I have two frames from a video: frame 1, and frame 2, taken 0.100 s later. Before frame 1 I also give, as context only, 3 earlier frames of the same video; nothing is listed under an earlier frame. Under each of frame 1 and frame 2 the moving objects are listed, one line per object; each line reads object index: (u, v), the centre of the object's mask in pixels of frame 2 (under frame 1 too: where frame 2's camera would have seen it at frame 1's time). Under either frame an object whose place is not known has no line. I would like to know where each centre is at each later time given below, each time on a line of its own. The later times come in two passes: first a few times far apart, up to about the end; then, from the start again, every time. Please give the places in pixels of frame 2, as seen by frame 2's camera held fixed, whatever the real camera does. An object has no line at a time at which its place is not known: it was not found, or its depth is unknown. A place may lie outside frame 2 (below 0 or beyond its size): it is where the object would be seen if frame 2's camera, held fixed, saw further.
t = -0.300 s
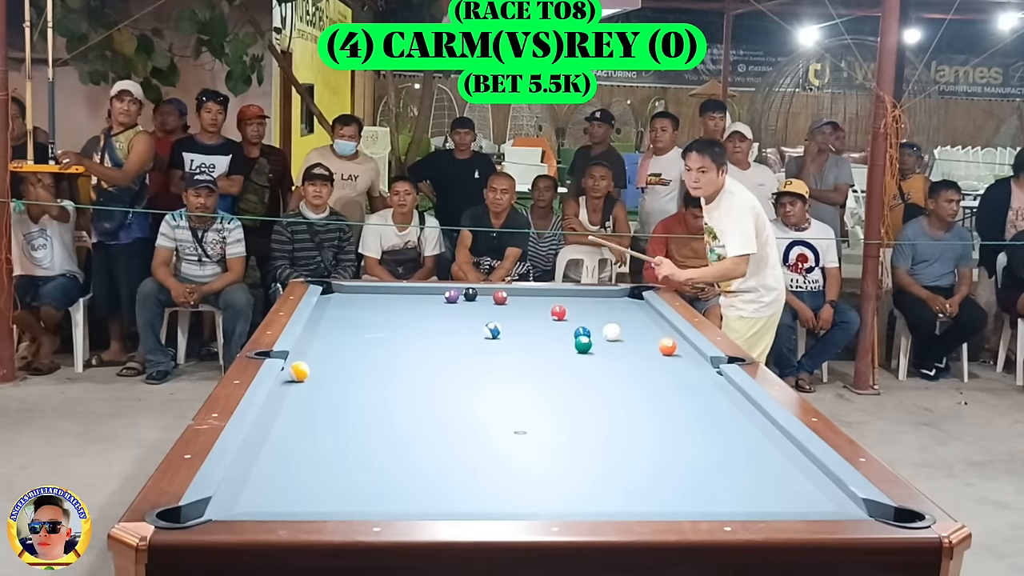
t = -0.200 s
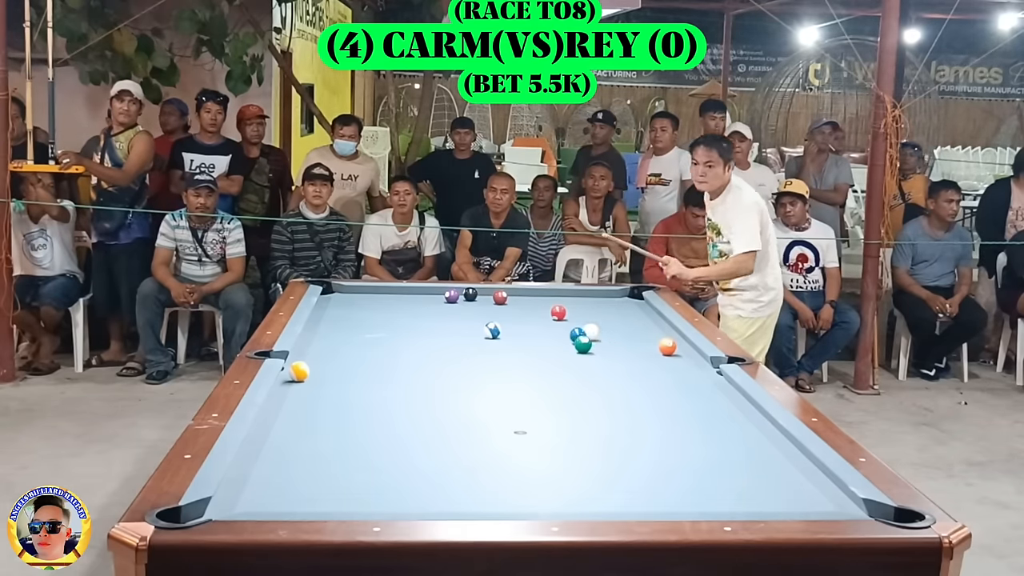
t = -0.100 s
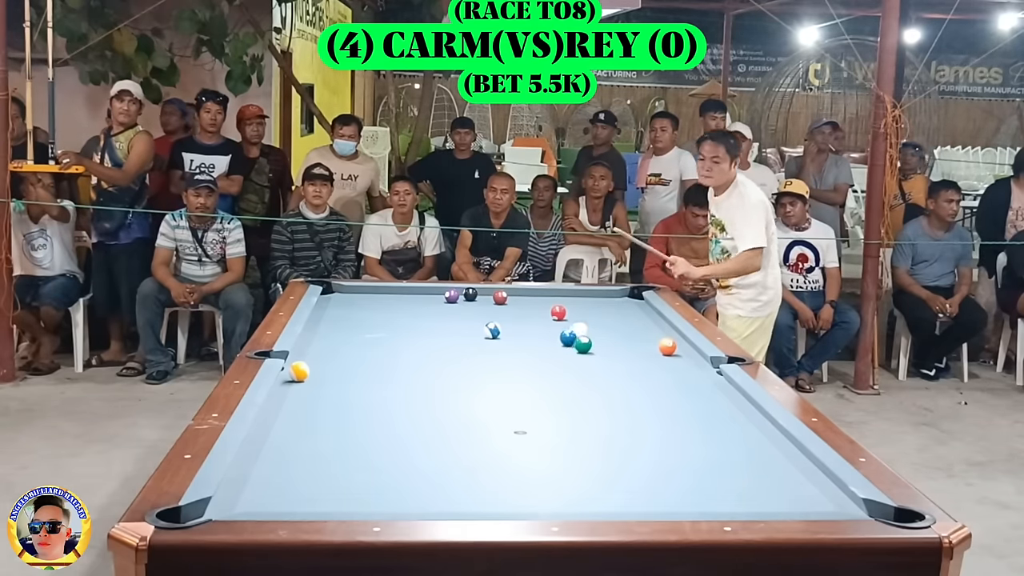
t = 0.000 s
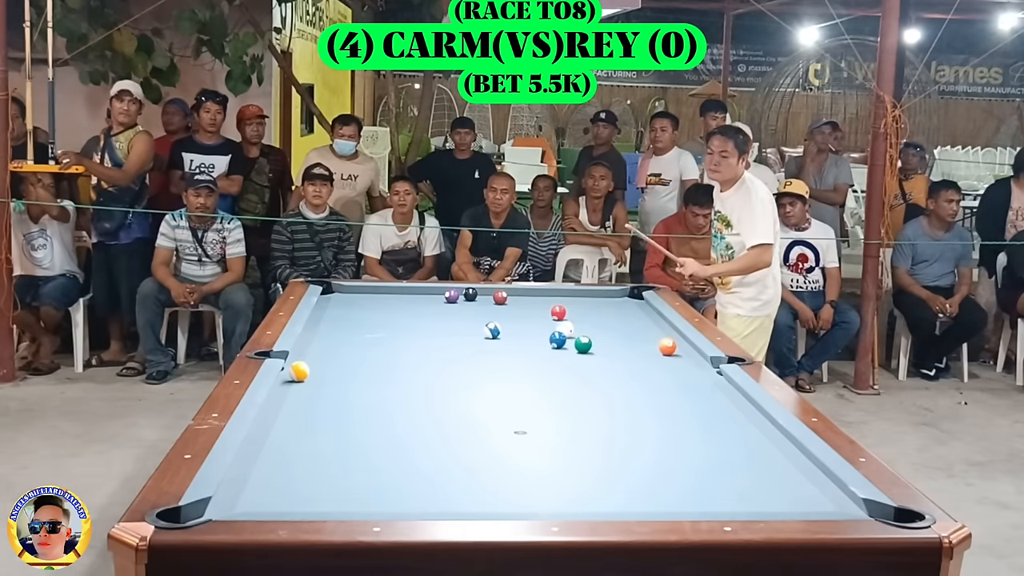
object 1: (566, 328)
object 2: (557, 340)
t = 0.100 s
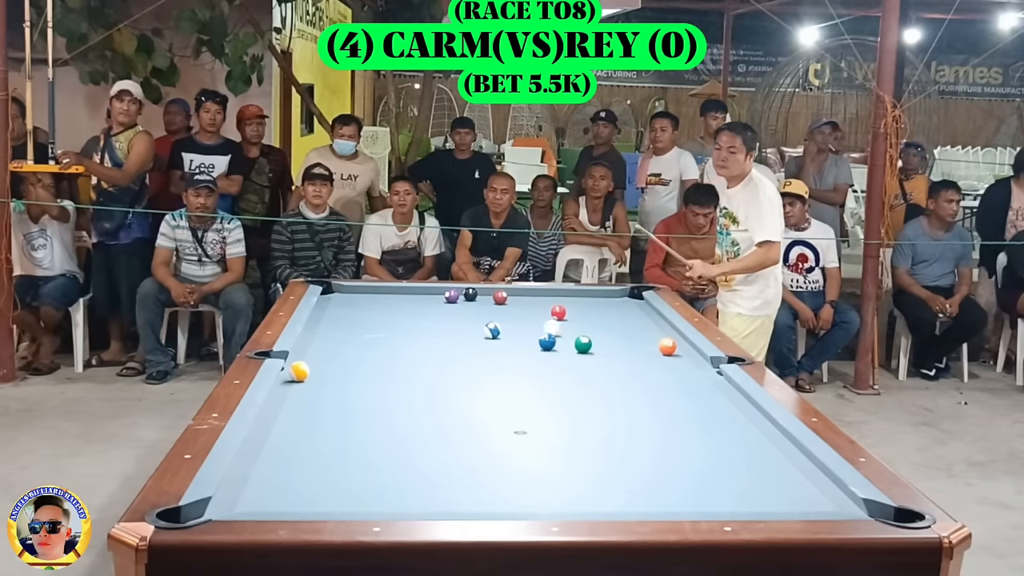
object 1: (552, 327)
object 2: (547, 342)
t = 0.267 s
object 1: (531, 326)
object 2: (529, 344)
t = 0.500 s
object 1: (503, 322)
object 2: (505, 350)
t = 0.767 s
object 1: (471, 320)
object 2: (477, 355)
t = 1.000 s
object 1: (445, 317)
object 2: (452, 360)
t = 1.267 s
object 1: (419, 315)
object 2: (424, 366)
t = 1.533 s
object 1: (394, 312)
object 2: (397, 372)
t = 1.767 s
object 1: (375, 310)
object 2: (374, 376)
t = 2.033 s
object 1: (354, 308)
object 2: (347, 381)
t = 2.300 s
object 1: (335, 306)
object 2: (322, 386)
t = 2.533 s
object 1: (323, 305)
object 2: (302, 390)
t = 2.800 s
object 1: (332, 304)
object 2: (278, 395)
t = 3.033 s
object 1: (339, 303)
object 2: (286, 397)
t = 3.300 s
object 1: (346, 303)
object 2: (295, 400)
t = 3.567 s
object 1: (351, 302)
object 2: (302, 402)
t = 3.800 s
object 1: (355, 302)
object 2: (307, 404)
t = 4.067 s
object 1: (357, 302)
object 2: (311, 405)
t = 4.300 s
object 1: (358, 302)
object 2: (313, 406)
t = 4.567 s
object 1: (359, 302)
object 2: (314, 407)
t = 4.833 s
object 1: (359, 302)
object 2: (314, 407)
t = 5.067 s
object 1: (359, 302)
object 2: (314, 407)
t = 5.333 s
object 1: (359, 302)
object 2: (314, 407)
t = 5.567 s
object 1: (359, 302)
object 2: (314, 407)
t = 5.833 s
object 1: (359, 302)
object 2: (314, 407)
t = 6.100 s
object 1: (359, 302)
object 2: (314, 407)
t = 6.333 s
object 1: (359, 302)
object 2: (314, 407)
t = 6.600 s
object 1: (359, 302)
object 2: (314, 407)
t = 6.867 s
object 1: (359, 302)
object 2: (314, 407)
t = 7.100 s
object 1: (359, 302)
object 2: (314, 407)
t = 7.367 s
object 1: (359, 302)
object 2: (314, 407)
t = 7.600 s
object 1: (359, 302)
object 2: (314, 407)
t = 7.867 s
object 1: (359, 302)
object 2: (314, 407)
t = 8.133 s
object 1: (359, 302)
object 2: (314, 407)
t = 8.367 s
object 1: (359, 302)
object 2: (314, 407)
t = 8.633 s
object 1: (359, 302)
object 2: (314, 407)
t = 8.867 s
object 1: (359, 302)
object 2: (314, 407)
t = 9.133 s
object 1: (359, 302)
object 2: (314, 407)
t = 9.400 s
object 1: (359, 302)
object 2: (314, 407)
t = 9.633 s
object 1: (359, 302)
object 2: (314, 407)
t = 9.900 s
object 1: (359, 302)
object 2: (314, 407)
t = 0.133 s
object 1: (548, 327)
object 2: (544, 342)
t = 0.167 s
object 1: (544, 327)
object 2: (540, 343)
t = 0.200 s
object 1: (539, 326)
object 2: (536, 343)
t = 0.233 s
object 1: (535, 326)
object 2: (533, 344)
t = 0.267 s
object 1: (531, 326)
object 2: (529, 344)
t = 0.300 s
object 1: (526, 326)
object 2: (526, 345)
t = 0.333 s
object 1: (522, 325)
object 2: (522, 346)
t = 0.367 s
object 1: (518, 325)
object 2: (519, 347)
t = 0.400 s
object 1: (514, 325)
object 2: (515, 348)
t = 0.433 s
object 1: (510, 324)
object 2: (512, 348)
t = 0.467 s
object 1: (506, 323)
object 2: (508, 349)
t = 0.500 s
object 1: (503, 322)
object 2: (505, 350)
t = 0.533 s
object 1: (499, 321)
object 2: (501, 351)
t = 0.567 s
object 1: (495, 320)
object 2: (498, 351)
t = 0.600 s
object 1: (490, 319)
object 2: (494, 352)
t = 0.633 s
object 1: (485, 320)
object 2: (491, 353)
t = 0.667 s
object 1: (482, 320)
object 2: (487, 353)
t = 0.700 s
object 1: (478, 321)
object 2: (484, 354)
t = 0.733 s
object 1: (475, 320)
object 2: (480, 355)
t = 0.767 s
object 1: (471, 320)
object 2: (477, 355)
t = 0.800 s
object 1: (467, 320)
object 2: (473, 356)
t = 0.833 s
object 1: (464, 319)
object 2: (470, 357)
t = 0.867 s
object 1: (460, 319)
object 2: (466, 358)
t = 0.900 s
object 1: (456, 318)
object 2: (463, 358)
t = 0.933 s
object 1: (453, 318)
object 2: (459, 359)
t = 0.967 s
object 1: (449, 318)
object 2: (456, 360)
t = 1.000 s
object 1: (445, 317)
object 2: (452, 360)
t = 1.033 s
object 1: (442, 317)
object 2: (449, 361)
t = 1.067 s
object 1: (438, 317)
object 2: (445, 361)
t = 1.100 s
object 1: (435, 316)
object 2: (442, 362)
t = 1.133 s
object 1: (432, 316)
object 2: (438, 363)
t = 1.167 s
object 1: (428, 316)
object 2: (435, 364)
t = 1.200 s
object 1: (425, 315)
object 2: (431, 364)
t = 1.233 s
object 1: (422, 315)
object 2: (428, 365)
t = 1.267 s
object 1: (419, 315)
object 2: (424, 366)
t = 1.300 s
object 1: (416, 315)
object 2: (421, 367)
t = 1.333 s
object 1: (413, 314)
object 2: (418, 367)
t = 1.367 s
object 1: (409, 314)
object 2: (414, 368)
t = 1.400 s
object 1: (407, 313)
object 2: (411, 368)
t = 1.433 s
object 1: (403, 313)
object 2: (407, 369)
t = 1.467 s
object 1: (400, 313)
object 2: (404, 370)
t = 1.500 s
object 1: (397, 313)
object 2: (401, 370)
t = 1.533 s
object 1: (394, 312)
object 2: (397, 372)
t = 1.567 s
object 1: (391, 312)
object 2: (394, 372)
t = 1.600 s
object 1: (389, 312)
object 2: (390, 373)
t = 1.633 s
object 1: (386, 311)
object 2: (387, 373)
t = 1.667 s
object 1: (383, 311)
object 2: (384, 374)
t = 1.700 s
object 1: (380, 311)
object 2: (380, 374)
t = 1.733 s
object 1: (377, 310)
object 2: (377, 375)
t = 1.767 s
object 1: (375, 310)
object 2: (374, 376)
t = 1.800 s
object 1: (372, 310)
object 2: (370, 376)
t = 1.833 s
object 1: (369, 310)
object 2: (367, 377)
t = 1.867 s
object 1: (367, 309)
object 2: (364, 378)
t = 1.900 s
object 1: (364, 309)
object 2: (360, 378)
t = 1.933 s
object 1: (362, 309)
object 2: (357, 379)
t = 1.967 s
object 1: (359, 309)
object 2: (354, 380)
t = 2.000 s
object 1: (357, 308)
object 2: (351, 380)
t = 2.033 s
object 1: (354, 308)
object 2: (347, 381)
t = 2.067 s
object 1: (351, 308)
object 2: (344, 382)
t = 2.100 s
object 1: (349, 308)
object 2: (341, 382)
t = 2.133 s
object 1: (346, 307)
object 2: (338, 383)
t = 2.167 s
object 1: (344, 307)
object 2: (334, 383)
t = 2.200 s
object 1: (342, 307)
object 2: (331, 384)
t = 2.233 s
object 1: (340, 307)
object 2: (328, 384)
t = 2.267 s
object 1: (337, 306)
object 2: (325, 385)
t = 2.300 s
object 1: (335, 306)
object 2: (322, 386)
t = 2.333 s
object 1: (333, 306)
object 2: (319, 387)
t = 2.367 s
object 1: (330, 306)
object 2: (315, 387)
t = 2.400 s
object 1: (328, 305)
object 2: (313, 388)
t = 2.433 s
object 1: (326, 305)
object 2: (310, 388)
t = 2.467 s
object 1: (324, 305)
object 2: (307, 389)
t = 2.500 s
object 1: (323, 305)
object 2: (305, 389)
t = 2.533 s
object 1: (323, 305)
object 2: (302, 390)
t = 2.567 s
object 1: (324, 305)
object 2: (299, 391)
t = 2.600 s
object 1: (325, 304)
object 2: (296, 391)
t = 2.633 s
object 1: (326, 304)
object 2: (293, 392)
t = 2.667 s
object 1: (327, 304)
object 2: (290, 392)
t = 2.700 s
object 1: (329, 304)
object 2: (287, 393)
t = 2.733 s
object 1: (330, 304)
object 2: (284, 394)
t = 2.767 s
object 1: (331, 304)
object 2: (281, 394)
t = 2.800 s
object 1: (332, 304)
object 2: (278, 395)
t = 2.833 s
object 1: (333, 304)
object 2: (280, 395)
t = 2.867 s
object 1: (334, 304)
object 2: (281, 395)
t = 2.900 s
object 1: (335, 303)
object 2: (282, 396)
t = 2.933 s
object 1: (336, 303)
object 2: (283, 396)
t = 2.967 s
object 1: (337, 303)
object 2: (284, 396)
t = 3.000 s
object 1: (338, 303)
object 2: (285, 397)
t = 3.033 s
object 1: (339, 303)
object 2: (286, 397)
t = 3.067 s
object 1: (340, 303)
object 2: (288, 398)
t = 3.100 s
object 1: (341, 303)
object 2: (289, 398)
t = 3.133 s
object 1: (342, 303)
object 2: (290, 398)
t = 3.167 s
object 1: (343, 303)
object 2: (291, 399)
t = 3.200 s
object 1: (343, 303)
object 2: (292, 399)
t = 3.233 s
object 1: (344, 303)
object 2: (293, 399)
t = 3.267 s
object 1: (345, 303)
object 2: (294, 399)
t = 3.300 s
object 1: (346, 303)
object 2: (295, 400)
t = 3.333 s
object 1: (347, 303)
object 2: (296, 400)
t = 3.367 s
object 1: (347, 303)
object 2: (297, 400)
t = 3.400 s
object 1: (348, 303)
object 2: (298, 401)
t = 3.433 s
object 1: (349, 303)
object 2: (299, 401)
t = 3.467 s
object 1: (349, 303)
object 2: (299, 401)
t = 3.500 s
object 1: (350, 303)
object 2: (300, 401)
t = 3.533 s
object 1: (351, 302)
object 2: (301, 402)
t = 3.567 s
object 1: (351, 302)
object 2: (302, 402)
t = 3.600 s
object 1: (352, 302)
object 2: (303, 402)
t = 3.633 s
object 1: (352, 302)
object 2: (304, 402)
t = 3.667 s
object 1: (353, 302)
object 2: (304, 403)
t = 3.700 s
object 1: (354, 302)
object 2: (305, 403)
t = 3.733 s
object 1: (354, 302)
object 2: (306, 403)
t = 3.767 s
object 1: (354, 302)
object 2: (307, 403)
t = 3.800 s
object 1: (355, 302)
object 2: (307, 404)
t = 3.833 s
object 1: (355, 302)
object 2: (308, 404)
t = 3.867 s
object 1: (356, 302)
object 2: (308, 404)
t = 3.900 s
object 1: (356, 302)
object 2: (309, 404)
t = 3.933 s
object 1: (356, 302)
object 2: (309, 404)
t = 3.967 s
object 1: (357, 302)
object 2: (310, 405)
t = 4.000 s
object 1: (357, 302)
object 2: (310, 405)
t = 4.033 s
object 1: (357, 302)
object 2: (310, 405)
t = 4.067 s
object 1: (357, 302)
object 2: (311, 405)
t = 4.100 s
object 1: (358, 302)
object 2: (311, 405)
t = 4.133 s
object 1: (358, 302)
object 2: (311, 405)
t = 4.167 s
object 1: (358, 302)
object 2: (311, 405)
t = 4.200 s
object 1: (358, 302)
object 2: (312, 406)
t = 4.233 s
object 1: (358, 302)
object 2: (312, 406)
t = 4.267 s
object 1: (358, 302)
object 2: (313, 406)
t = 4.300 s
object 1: (358, 302)
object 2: (313, 406)
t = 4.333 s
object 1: (358, 302)
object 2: (313, 406)
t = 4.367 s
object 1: (358, 302)
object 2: (313, 406)
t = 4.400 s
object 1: (358, 302)
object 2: (313, 406)
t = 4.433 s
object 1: (358, 302)
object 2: (313, 406)
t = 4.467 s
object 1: (358, 302)
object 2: (313, 406)
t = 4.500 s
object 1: (359, 302)
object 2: (314, 407)
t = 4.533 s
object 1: (358, 302)
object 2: (314, 407)
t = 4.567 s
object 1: (359, 302)
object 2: (314, 407)
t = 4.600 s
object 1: (359, 302)
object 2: (314, 407)
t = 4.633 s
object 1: (359, 302)
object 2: (314, 407)
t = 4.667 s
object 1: (359, 302)
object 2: (314, 407)
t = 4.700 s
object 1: (359, 302)
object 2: (314, 407)
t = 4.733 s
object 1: (359, 302)
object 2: (314, 407)
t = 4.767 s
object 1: (359, 302)
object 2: (314, 407)
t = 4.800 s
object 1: (359, 302)
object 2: (314, 407)
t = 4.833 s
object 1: (359, 302)
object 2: (314, 407)
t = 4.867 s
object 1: (359, 302)
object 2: (314, 407)
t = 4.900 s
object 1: (359, 302)
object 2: (314, 407)
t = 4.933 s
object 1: (359, 302)
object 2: (314, 407)
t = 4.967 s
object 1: (359, 302)
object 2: (314, 407)
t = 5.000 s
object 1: (359, 302)
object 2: (314, 407)
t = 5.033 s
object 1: (359, 302)
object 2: (314, 407)
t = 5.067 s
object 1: (359, 302)
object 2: (314, 407)
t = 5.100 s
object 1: (359, 302)
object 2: (314, 407)
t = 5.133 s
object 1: (359, 302)
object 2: (314, 407)
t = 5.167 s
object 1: (359, 302)
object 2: (314, 407)
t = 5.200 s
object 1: (359, 302)
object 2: (314, 407)
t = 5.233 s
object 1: (359, 302)
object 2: (314, 407)
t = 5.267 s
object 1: (359, 302)
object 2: (314, 407)
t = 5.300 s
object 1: (359, 302)
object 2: (314, 407)
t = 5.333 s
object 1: (359, 302)
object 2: (314, 407)
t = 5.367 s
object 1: (359, 302)
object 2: (314, 407)
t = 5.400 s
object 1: (359, 302)
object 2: (314, 407)
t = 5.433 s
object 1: (359, 302)
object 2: (314, 407)
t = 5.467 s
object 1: (359, 302)
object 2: (314, 407)
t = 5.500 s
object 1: (359, 302)
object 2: (314, 407)
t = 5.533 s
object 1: (359, 302)
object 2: (314, 407)
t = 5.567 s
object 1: (359, 302)
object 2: (314, 407)
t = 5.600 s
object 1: (359, 302)
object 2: (314, 407)
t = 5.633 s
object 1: (359, 302)
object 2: (314, 407)
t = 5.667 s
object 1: (359, 302)
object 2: (314, 407)
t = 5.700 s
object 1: (359, 302)
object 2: (314, 407)
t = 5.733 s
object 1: (359, 302)
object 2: (314, 407)
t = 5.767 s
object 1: (359, 302)
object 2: (314, 407)
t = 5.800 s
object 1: (359, 302)
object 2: (314, 407)
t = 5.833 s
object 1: (359, 302)
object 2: (314, 407)
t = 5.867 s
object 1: (359, 302)
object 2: (314, 407)
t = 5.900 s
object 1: (359, 302)
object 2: (314, 407)
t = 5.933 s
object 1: (359, 302)
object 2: (314, 407)
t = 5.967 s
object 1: (359, 302)
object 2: (314, 407)
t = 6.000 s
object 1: (359, 302)
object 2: (314, 407)
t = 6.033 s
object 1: (359, 302)
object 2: (314, 407)
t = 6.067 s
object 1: (359, 302)
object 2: (314, 407)
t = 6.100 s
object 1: (359, 302)
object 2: (314, 407)
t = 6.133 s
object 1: (359, 302)
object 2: (314, 407)
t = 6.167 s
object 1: (359, 302)
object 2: (314, 407)
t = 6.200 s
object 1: (359, 302)
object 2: (314, 407)
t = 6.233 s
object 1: (359, 302)
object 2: (314, 407)
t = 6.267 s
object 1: (359, 302)
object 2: (314, 407)
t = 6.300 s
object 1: (359, 302)
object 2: (314, 407)
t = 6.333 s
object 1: (359, 302)
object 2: (314, 407)
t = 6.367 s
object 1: (359, 302)
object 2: (314, 407)
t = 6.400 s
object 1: (359, 302)
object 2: (314, 407)
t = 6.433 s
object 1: (359, 302)
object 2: (314, 407)
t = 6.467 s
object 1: (359, 302)
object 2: (314, 407)
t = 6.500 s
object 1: (359, 302)
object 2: (314, 407)
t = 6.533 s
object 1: (359, 302)
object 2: (314, 407)
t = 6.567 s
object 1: (359, 302)
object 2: (314, 407)
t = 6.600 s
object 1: (359, 302)
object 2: (314, 407)
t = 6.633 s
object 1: (359, 302)
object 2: (314, 407)
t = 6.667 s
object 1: (359, 302)
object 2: (314, 407)
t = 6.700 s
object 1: (359, 302)
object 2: (314, 407)
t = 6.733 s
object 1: (359, 302)
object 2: (314, 407)
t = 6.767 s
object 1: (359, 302)
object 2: (314, 407)
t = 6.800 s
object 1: (359, 302)
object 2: (314, 407)
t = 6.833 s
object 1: (359, 302)
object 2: (314, 407)
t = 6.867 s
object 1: (359, 302)
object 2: (314, 407)
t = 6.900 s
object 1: (359, 302)
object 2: (314, 407)
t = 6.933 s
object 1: (359, 302)
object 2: (314, 407)
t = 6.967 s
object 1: (359, 302)
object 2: (314, 407)
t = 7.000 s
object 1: (359, 302)
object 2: (314, 407)
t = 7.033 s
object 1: (359, 302)
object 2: (314, 407)
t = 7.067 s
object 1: (359, 302)
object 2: (314, 407)
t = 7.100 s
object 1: (359, 302)
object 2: (314, 407)
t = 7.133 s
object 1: (359, 302)
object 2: (314, 407)
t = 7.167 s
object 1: (359, 302)
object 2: (314, 407)
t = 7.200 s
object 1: (359, 302)
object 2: (314, 407)
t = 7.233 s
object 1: (359, 302)
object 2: (314, 407)
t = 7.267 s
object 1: (359, 302)
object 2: (314, 407)
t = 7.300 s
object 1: (359, 302)
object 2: (314, 407)
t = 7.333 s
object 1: (359, 302)
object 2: (314, 407)
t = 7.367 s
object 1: (359, 302)
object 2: (314, 407)
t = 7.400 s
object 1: (359, 302)
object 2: (314, 407)
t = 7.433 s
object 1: (359, 302)
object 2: (314, 407)
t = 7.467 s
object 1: (359, 302)
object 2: (314, 407)
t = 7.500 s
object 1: (359, 302)
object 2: (314, 407)
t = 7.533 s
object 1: (359, 302)
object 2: (314, 407)
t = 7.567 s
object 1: (359, 302)
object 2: (314, 407)
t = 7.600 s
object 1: (359, 302)
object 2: (314, 407)
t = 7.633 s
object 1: (359, 302)
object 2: (314, 407)
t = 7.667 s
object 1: (359, 302)
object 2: (314, 407)
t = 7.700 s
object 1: (359, 302)
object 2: (314, 407)
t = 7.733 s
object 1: (359, 302)
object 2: (314, 407)
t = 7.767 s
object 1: (359, 302)
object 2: (314, 407)
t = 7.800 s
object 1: (359, 302)
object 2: (314, 407)
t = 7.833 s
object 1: (359, 302)
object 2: (314, 407)
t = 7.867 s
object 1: (359, 302)
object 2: (314, 407)
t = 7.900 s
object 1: (359, 302)
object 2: (314, 407)
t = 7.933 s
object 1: (359, 302)
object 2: (314, 407)
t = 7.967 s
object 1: (359, 302)
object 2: (314, 407)
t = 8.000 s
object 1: (359, 302)
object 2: (314, 407)
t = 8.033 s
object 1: (359, 302)
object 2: (314, 407)
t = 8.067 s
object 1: (359, 302)
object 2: (314, 407)
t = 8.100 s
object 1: (359, 302)
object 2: (314, 407)
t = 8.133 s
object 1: (359, 302)
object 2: (314, 407)
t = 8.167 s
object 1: (359, 302)
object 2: (314, 407)
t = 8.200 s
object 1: (359, 302)
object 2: (314, 407)
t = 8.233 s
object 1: (359, 302)
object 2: (314, 407)
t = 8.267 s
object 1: (359, 302)
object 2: (314, 407)
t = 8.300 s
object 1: (359, 302)
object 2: (314, 407)
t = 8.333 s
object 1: (359, 302)
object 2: (314, 407)
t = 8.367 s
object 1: (359, 302)
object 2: (314, 407)
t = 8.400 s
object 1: (359, 302)
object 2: (314, 407)
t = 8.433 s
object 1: (359, 302)
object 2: (314, 407)
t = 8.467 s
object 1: (359, 302)
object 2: (314, 407)
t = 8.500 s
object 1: (359, 302)
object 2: (314, 407)
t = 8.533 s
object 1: (359, 302)
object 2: (314, 407)
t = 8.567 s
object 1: (359, 302)
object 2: (314, 407)
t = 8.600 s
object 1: (359, 302)
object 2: (314, 407)
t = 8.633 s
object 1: (359, 302)
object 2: (314, 407)
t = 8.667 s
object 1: (359, 302)
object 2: (314, 407)
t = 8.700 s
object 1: (359, 302)
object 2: (314, 407)
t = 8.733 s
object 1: (359, 302)
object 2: (314, 407)
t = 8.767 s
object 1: (359, 302)
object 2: (314, 407)
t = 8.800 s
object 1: (359, 302)
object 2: (314, 407)
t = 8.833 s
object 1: (359, 302)
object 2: (314, 407)
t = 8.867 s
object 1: (359, 302)
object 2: (314, 407)
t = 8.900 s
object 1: (359, 302)
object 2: (314, 407)
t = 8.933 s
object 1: (359, 302)
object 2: (314, 407)
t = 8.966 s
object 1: (359, 302)
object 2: (314, 407)
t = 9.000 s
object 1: (359, 302)
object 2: (314, 407)
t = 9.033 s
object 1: (359, 302)
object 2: (314, 407)
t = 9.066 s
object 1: (359, 302)
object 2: (314, 407)
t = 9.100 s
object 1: (359, 302)
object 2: (314, 407)
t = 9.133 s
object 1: (359, 302)
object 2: (314, 407)
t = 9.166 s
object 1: (359, 302)
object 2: (314, 407)
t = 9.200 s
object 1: (359, 302)
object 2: (314, 407)
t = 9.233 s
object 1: (359, 302)
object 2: (314, 407)
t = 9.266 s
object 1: (359, 302)
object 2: (314, 407)
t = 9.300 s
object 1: (359, 302)
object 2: (314, 407)
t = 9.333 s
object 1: (359, 302)
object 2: (314, 407)
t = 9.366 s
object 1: (359, 302)
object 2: (314, 407)
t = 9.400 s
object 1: (359, 302)
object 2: (314, 407)
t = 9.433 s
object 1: (359, 302)
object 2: (314, 407)
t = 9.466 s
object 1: (359, 302)
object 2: (314, 407)
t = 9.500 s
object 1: (359, 302)
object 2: (314, 407)
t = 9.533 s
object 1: (359, 302)
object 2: (314, 407)
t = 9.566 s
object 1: (359, 302)
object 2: (314, 407)
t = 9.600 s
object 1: (359, 302)
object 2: (314, 407)
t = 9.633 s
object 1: (359, 302)
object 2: (314, 407)
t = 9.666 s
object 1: (359, 302)
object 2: (314, 407)
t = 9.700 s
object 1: (359, 302)
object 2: (314, 407)
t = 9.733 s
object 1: (359, 302)
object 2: (314, 407)
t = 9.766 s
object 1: (359, 302)
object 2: (314, 407)
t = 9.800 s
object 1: (359, 302)
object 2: (314, 407)
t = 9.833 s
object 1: (359, 302)
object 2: (314, 407)
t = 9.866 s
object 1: (359, 302)
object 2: (314, 407)
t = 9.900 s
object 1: (359, 302)
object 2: (314, 407)
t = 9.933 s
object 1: (359, 302)
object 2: (314, 407)
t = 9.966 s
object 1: (359, 302)
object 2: (314, 407)
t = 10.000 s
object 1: (359, 302)
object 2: (314, 407)
